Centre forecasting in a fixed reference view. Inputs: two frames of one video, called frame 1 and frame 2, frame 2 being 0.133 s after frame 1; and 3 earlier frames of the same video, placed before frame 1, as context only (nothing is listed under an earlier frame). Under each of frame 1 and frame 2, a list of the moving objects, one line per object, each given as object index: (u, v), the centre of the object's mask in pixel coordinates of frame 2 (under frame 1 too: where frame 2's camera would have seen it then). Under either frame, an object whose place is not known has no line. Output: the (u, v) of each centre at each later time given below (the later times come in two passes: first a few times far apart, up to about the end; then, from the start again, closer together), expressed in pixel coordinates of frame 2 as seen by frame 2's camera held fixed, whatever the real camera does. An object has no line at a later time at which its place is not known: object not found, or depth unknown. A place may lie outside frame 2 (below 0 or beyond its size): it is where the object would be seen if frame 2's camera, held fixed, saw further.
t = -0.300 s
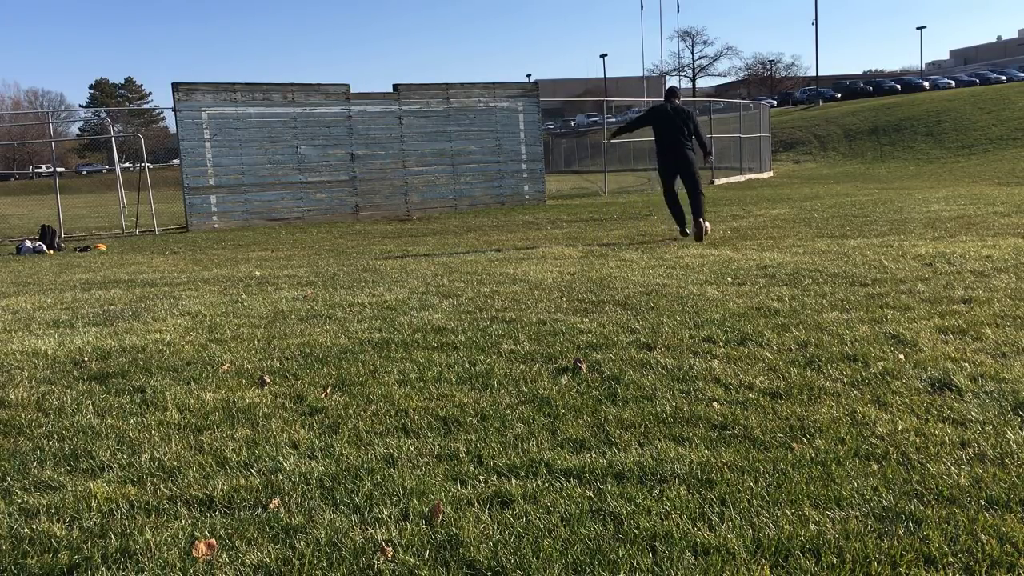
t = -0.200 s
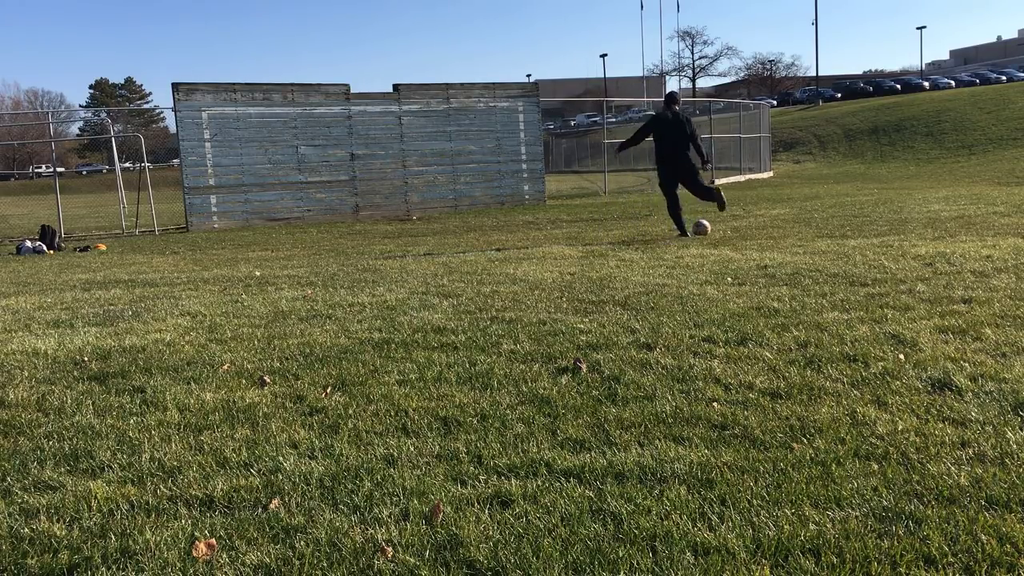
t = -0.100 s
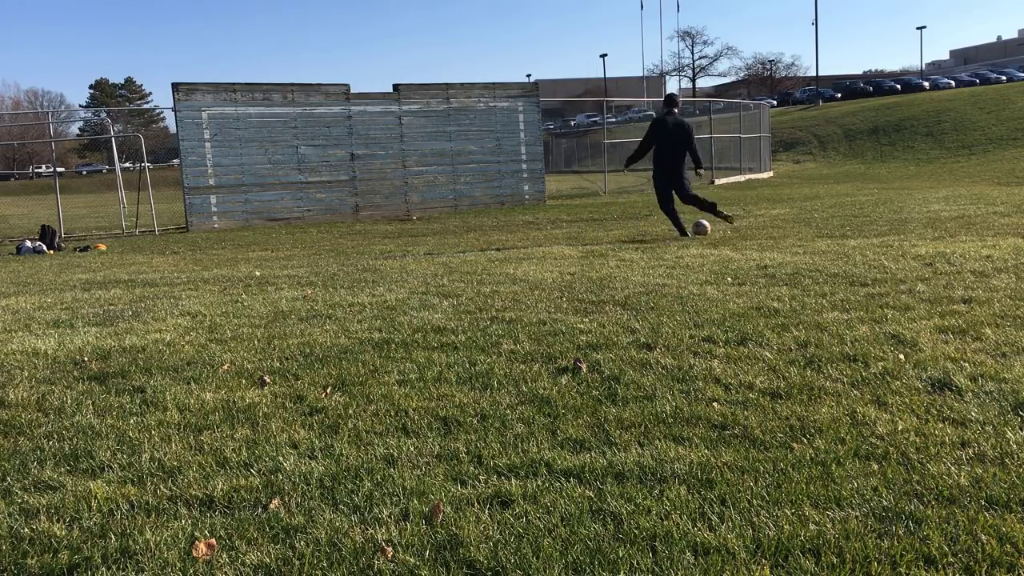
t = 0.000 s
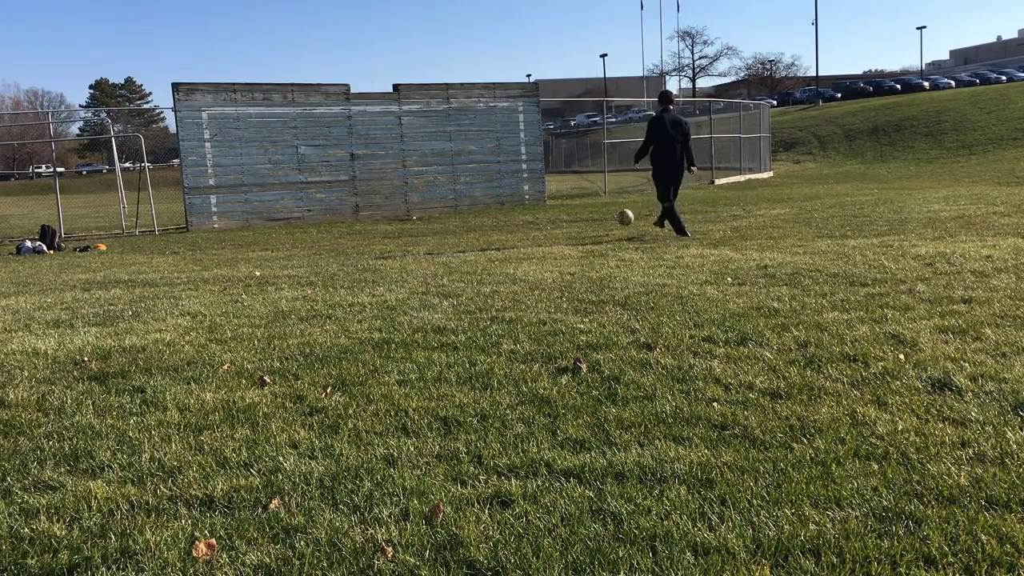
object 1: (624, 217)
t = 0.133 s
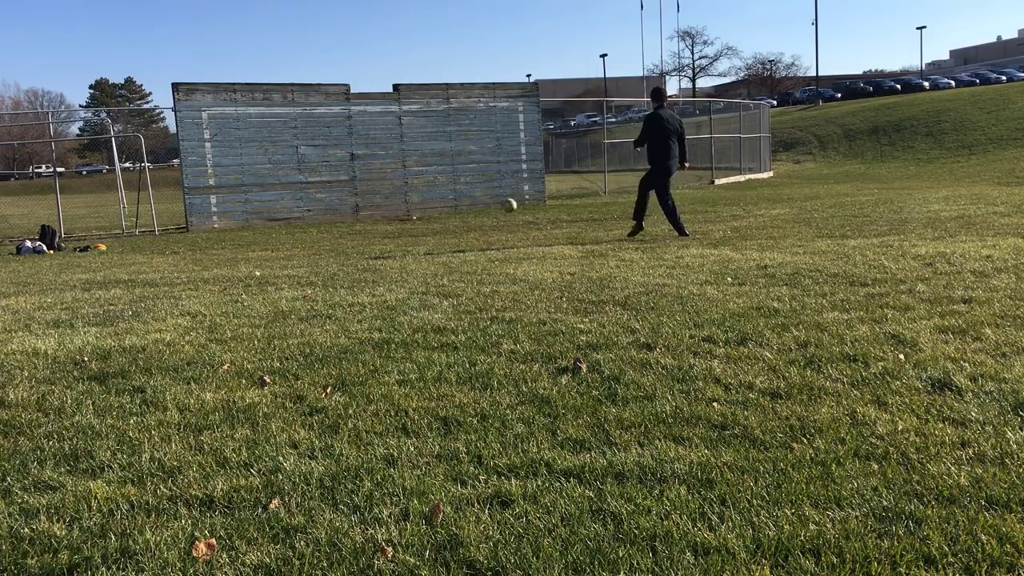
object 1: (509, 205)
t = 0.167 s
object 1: (486, 204)
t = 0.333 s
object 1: (384, 204)
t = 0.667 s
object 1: (285, 211)
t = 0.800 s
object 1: (298, 197)
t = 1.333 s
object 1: (363, 226)
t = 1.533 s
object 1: (387, 225)
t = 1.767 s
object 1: (417, 228)
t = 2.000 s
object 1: (448, 231)
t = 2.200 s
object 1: (477, 232)
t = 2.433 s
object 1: (514, 235)
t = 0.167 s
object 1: (486, 204)
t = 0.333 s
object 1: (384, 204)
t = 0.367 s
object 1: (367, 206)
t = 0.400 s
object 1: (351, 207)
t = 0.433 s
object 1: (335, 208)
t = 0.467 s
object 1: (321, 211)
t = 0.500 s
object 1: (306, 213)
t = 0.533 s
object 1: (293, 216)
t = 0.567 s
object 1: (280, 219)
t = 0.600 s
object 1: (279, 220)
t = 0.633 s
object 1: (282, 215)
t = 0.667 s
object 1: (285, 211)
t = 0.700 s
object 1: (288, 207)
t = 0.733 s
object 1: (291, 203)
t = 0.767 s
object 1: (295, 200)
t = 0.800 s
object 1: (298, 197)
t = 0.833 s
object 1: (302, 196)
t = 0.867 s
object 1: (306, 194)
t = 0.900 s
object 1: (309, 194)
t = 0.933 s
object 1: (313, 193)
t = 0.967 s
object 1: (317, 194)
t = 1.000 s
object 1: (320, 195)
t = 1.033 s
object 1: (324, 196)
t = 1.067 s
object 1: (329, 199)
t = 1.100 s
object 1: (333, 202)
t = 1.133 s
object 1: (337, 206)
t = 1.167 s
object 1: (342, 210)
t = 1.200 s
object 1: (345, 215)
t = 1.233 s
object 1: (351, 221)
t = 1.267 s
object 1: (355, 227)
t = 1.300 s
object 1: (359, 228)
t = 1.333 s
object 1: (363, 226)
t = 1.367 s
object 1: (366, 224)
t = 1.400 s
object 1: (370, 223)
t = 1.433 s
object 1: (374, 223)
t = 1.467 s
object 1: (378, 223)
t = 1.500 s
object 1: (382, 224)
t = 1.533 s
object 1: (387, 225)
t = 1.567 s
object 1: (391, 228)
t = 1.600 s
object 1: (396, 231)
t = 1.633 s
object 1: (400, 233)
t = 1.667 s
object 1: (404, 231)
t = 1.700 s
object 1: (408, 229)
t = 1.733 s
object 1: (413, 228)
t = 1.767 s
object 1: (417, 228)
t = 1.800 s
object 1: (421, 228)
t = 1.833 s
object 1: (425, 229)
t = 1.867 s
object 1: (430, 231)
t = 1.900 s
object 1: (434, 233)
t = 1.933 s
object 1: (439, 232)
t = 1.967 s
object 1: (443, 232)
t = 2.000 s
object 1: (448, 231)
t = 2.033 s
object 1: (453, 231)
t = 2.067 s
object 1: (457, 232)
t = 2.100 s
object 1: (462, 233)
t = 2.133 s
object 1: (467, 234)
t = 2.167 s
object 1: (471, 233)
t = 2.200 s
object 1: (477, 232)
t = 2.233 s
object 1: (481, 233)
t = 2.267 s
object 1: (487, 234)
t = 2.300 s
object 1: (492, 235)
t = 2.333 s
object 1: (498, 235)
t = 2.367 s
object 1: (503, 235)
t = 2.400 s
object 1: (508, 234)
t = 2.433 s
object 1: (514, 235)
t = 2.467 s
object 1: (520, 236)
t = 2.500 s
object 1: (525, 237)
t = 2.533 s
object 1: (531, 237)
